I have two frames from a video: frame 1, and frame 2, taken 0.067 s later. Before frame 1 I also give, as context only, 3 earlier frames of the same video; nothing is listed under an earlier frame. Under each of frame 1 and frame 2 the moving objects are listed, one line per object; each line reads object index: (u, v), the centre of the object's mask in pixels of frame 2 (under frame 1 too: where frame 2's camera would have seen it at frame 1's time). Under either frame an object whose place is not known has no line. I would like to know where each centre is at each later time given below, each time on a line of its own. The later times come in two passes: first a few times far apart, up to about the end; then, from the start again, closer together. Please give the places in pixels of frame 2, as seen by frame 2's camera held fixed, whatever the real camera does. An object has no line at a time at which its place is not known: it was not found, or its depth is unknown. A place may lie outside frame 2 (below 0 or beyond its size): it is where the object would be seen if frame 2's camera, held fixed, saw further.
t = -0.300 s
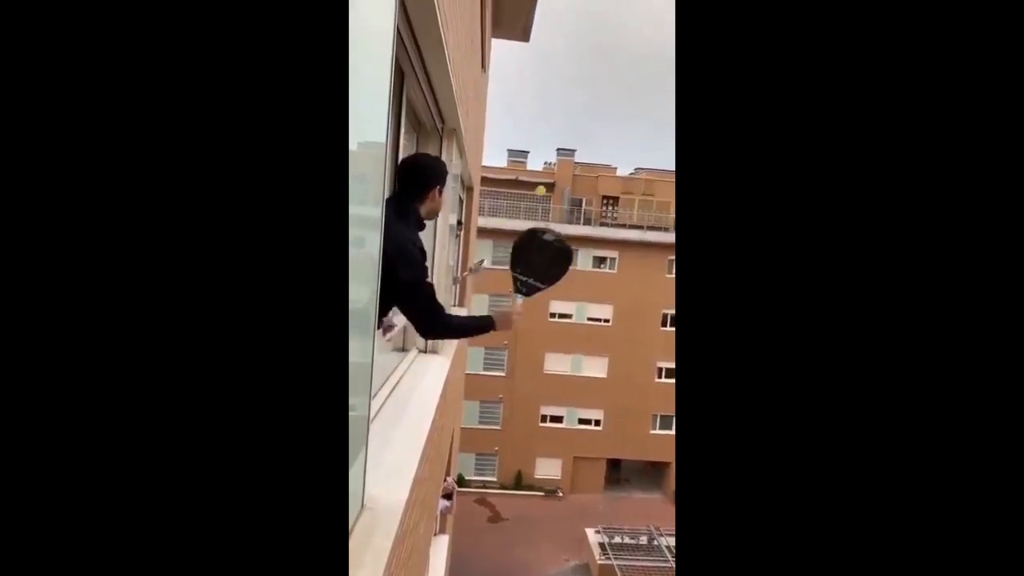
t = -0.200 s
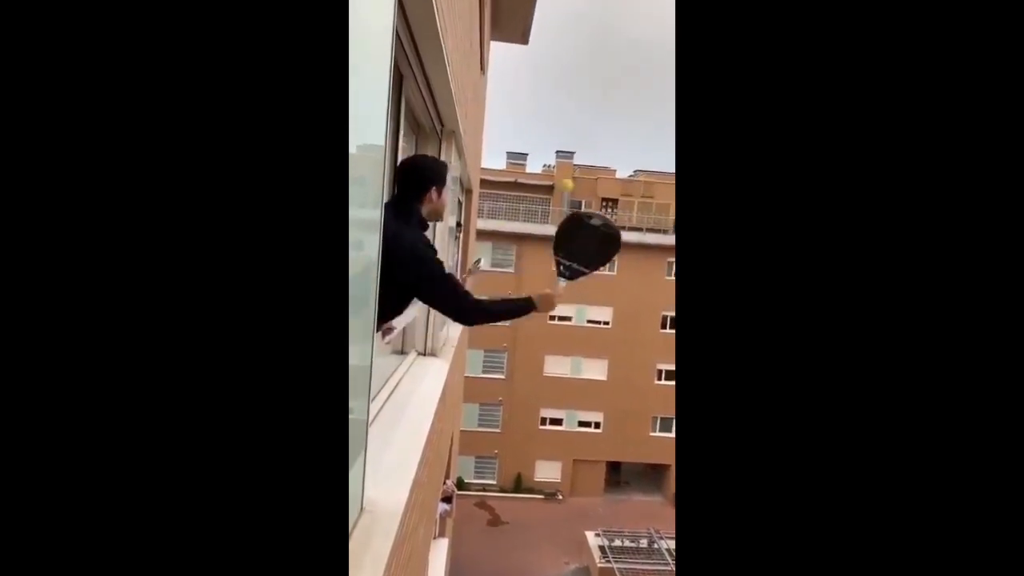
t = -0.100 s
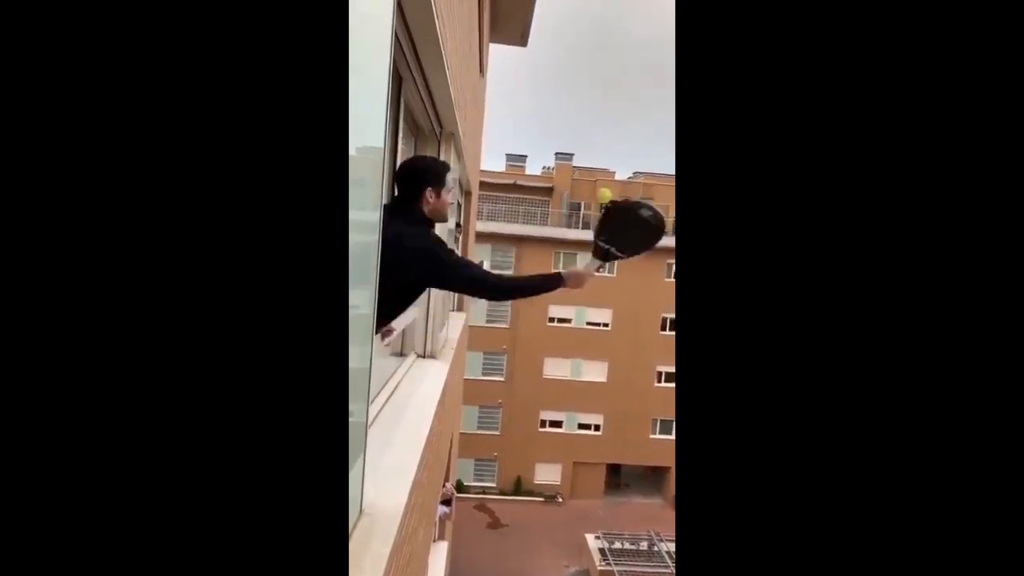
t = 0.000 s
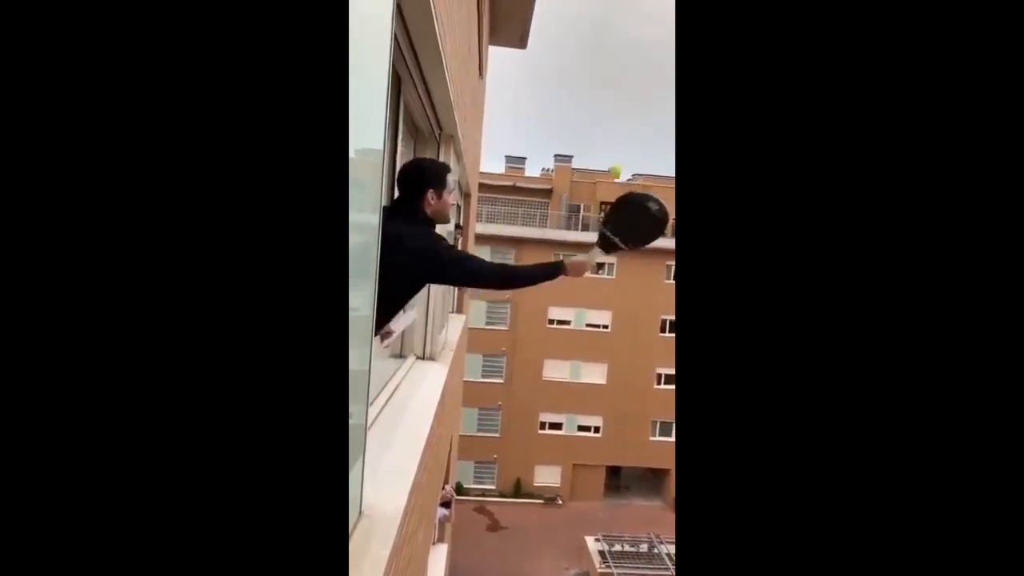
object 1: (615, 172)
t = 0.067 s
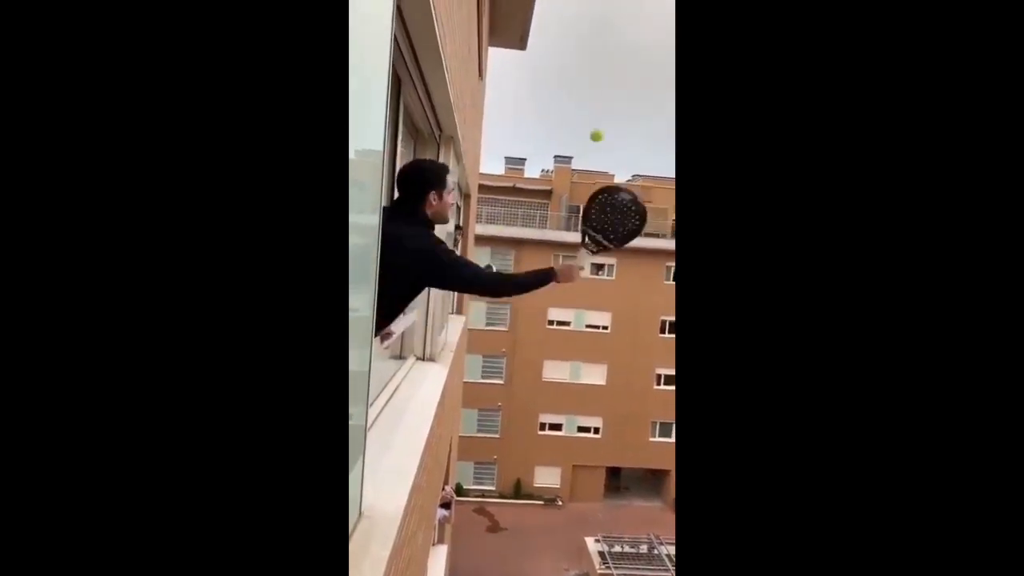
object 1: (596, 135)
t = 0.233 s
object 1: (563, 102)
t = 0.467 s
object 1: (530, 129)
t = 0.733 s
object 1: (504, 207)
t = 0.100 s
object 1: (589, 123)
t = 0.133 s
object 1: (582, 113)
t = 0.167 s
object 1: (575, 107)
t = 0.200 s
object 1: (569, 103)
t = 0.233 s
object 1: (563, 102)
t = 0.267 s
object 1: (558, 101)
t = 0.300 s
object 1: (552, 103)
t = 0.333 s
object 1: (548, 106)
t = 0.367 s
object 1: (543, 110)
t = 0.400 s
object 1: (539, 115)
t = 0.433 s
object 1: (535, 122)
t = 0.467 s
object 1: (530, 129)
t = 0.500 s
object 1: (527, 137)
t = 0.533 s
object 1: (523, 146)
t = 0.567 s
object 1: (519, 155)
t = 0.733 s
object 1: (504, 207)
